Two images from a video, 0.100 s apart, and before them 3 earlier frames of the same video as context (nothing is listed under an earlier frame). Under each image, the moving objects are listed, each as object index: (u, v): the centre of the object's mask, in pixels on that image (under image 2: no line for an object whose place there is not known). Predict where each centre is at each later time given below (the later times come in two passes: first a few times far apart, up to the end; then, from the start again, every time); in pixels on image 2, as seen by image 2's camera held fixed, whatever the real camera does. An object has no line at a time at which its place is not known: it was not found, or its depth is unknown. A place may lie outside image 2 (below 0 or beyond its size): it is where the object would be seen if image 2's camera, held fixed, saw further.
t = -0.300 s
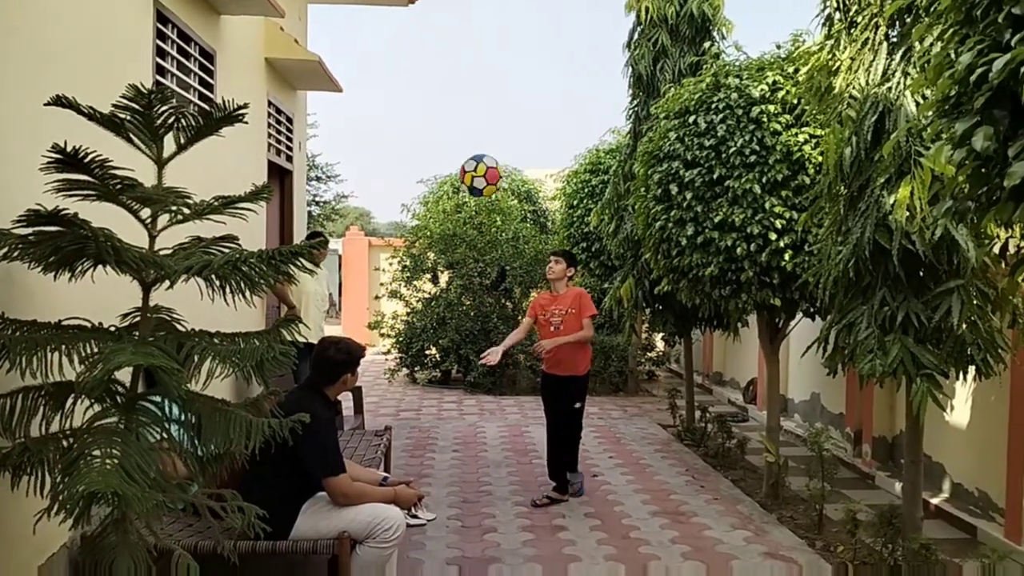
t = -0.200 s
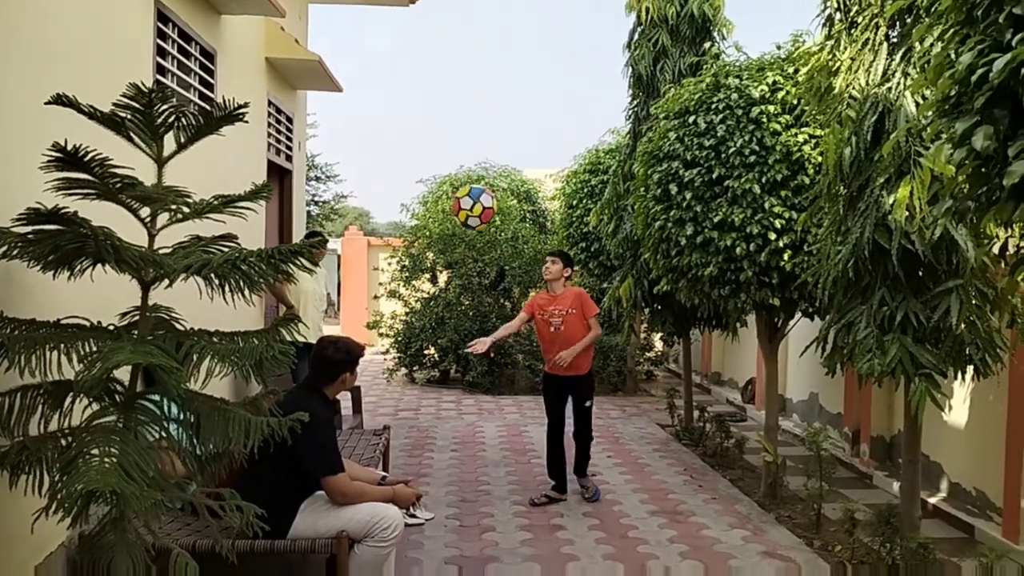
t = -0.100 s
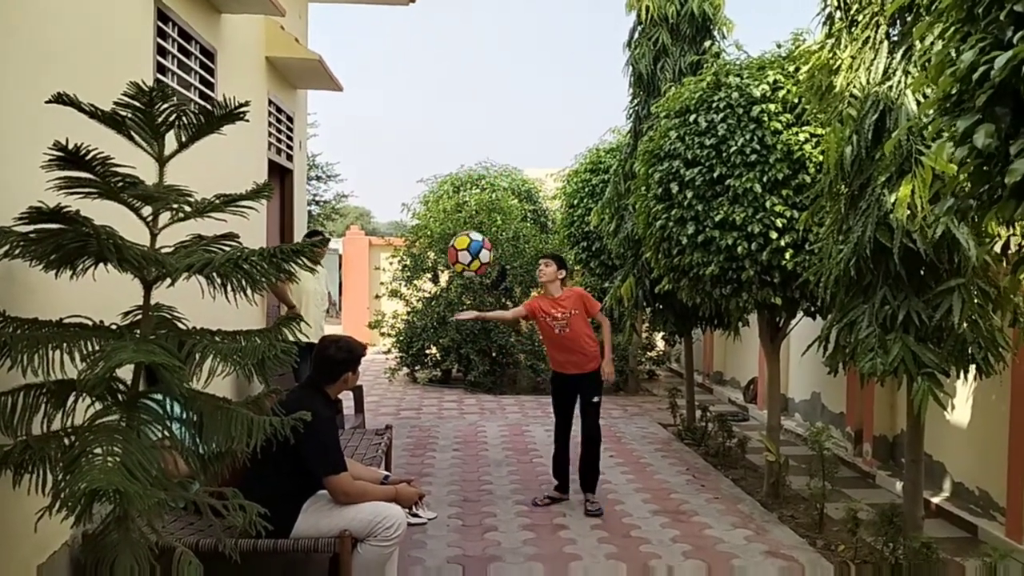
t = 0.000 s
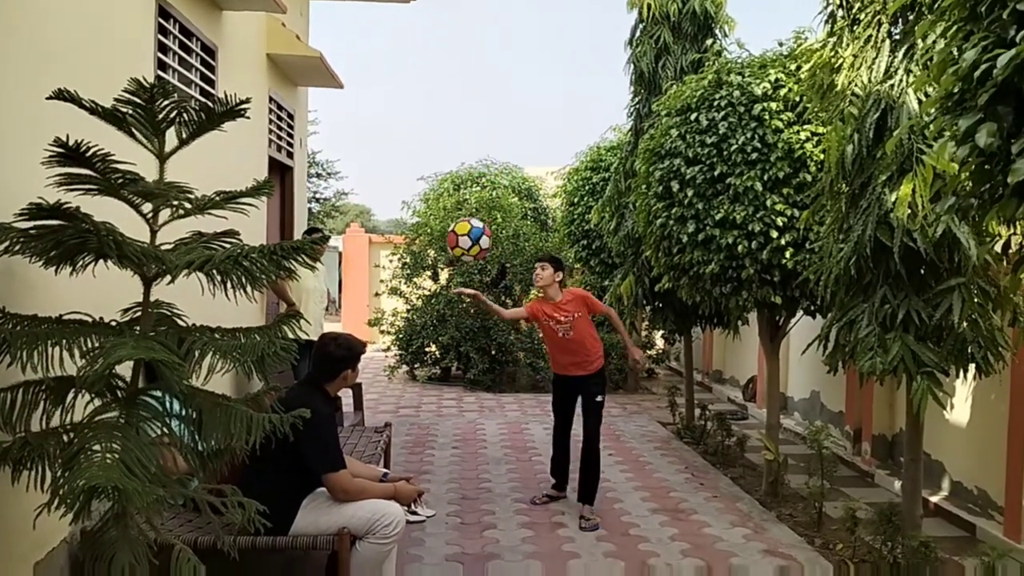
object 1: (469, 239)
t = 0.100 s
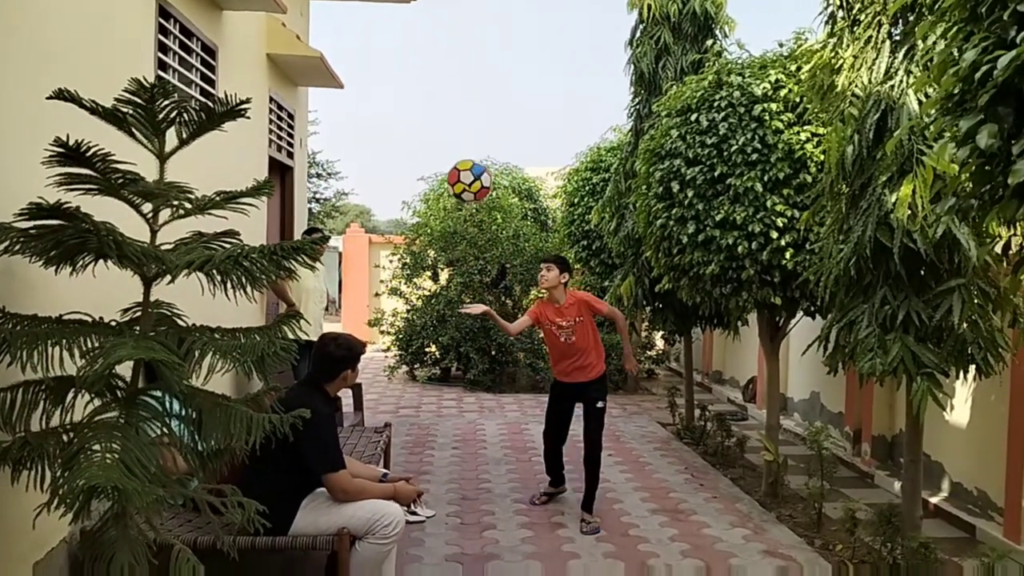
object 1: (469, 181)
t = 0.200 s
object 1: (469, 138)
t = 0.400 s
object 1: (468, 106)
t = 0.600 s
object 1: (467, 138)
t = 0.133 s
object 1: (469, 164)
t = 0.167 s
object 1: (469, 150)
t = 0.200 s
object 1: (469, 138)
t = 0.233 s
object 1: (469, 128)
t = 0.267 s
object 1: (469, 120)
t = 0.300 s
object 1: (469, 113)
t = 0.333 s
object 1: (469, 109)
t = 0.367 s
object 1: (468, 106)
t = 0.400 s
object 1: (468, 106)
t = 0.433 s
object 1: (468, 107)
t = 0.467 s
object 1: (468, 110)
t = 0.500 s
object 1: (467, 114)
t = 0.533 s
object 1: (467, 121)
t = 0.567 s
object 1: (467, 129)
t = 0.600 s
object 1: (467, 138)
